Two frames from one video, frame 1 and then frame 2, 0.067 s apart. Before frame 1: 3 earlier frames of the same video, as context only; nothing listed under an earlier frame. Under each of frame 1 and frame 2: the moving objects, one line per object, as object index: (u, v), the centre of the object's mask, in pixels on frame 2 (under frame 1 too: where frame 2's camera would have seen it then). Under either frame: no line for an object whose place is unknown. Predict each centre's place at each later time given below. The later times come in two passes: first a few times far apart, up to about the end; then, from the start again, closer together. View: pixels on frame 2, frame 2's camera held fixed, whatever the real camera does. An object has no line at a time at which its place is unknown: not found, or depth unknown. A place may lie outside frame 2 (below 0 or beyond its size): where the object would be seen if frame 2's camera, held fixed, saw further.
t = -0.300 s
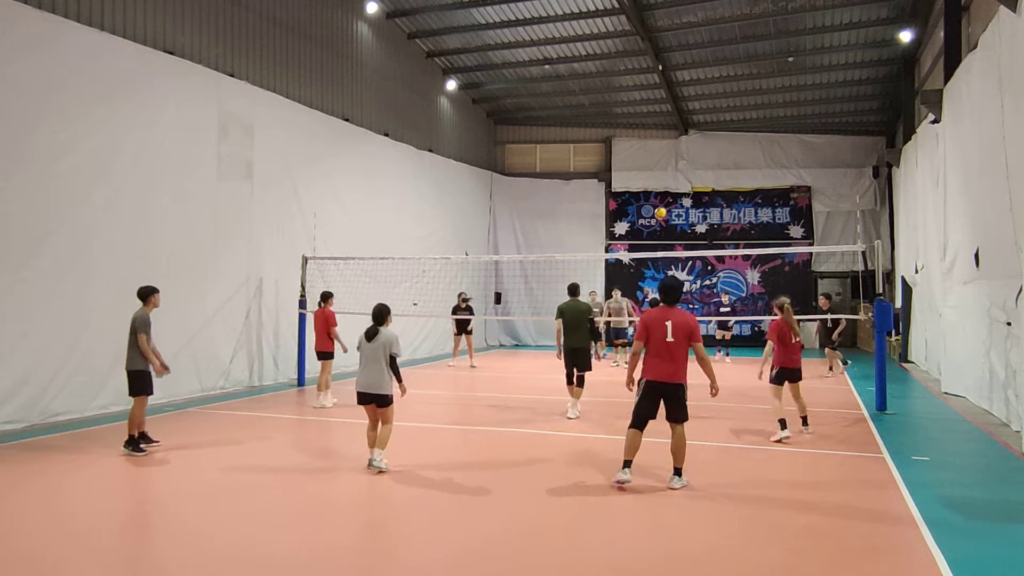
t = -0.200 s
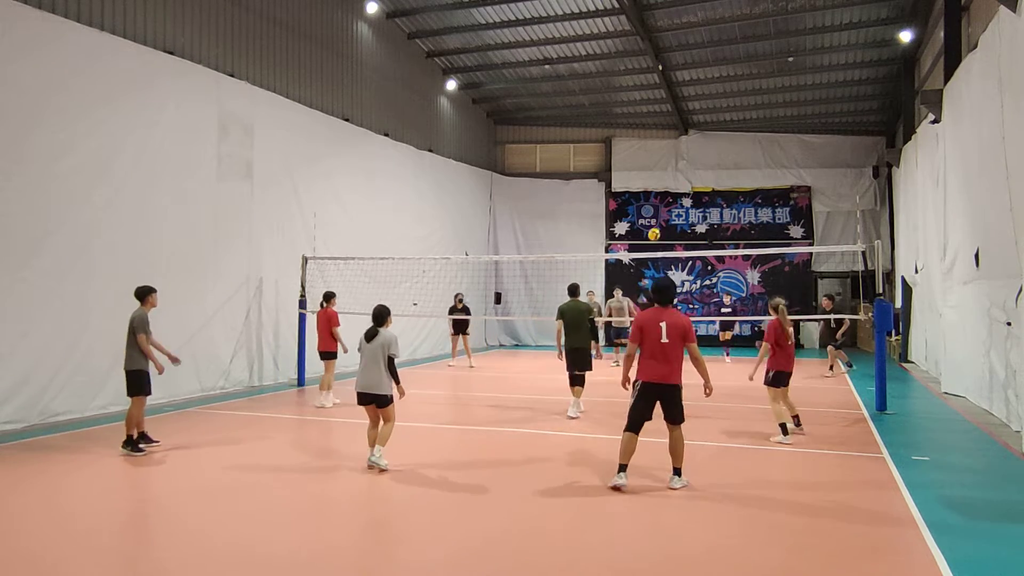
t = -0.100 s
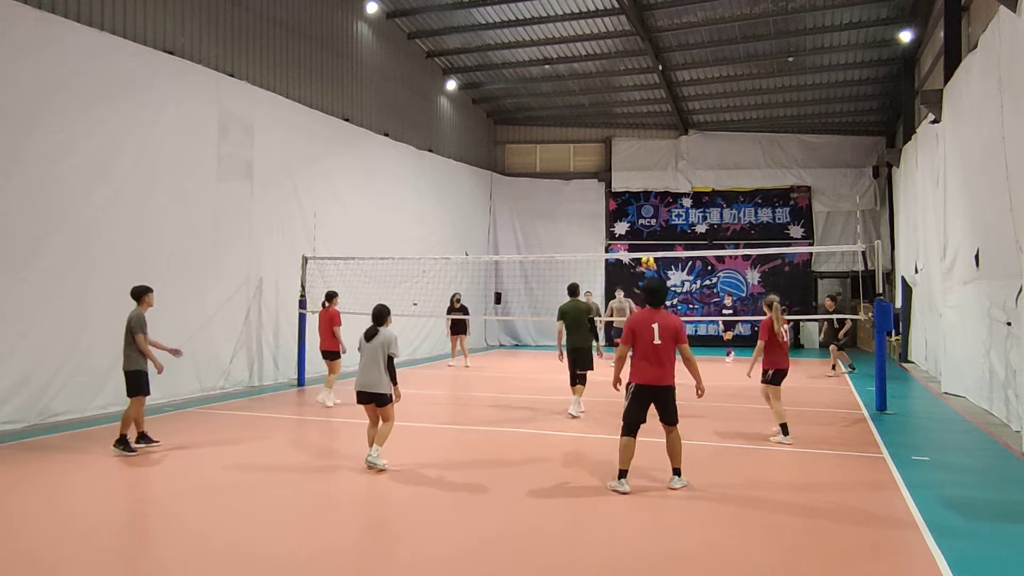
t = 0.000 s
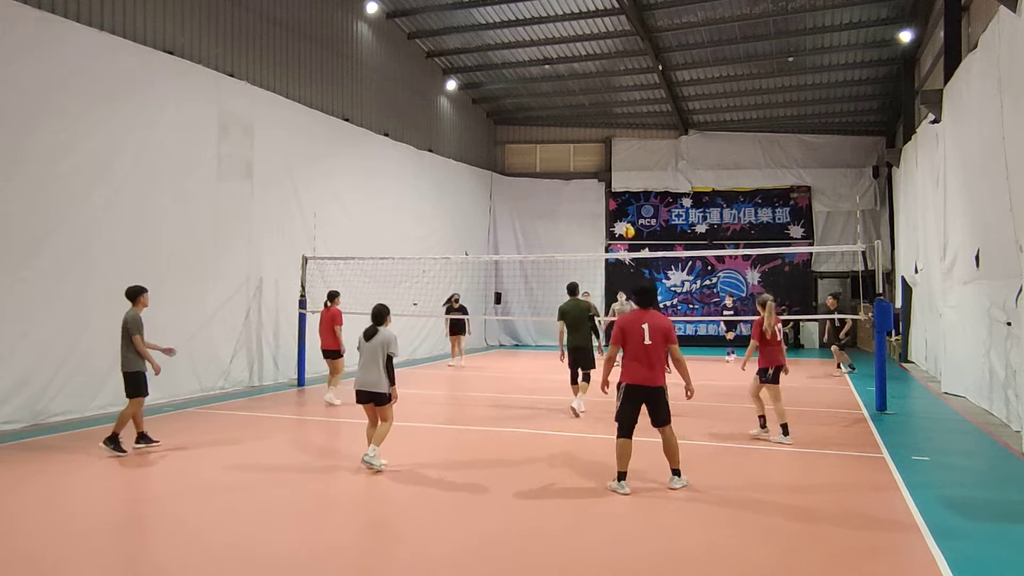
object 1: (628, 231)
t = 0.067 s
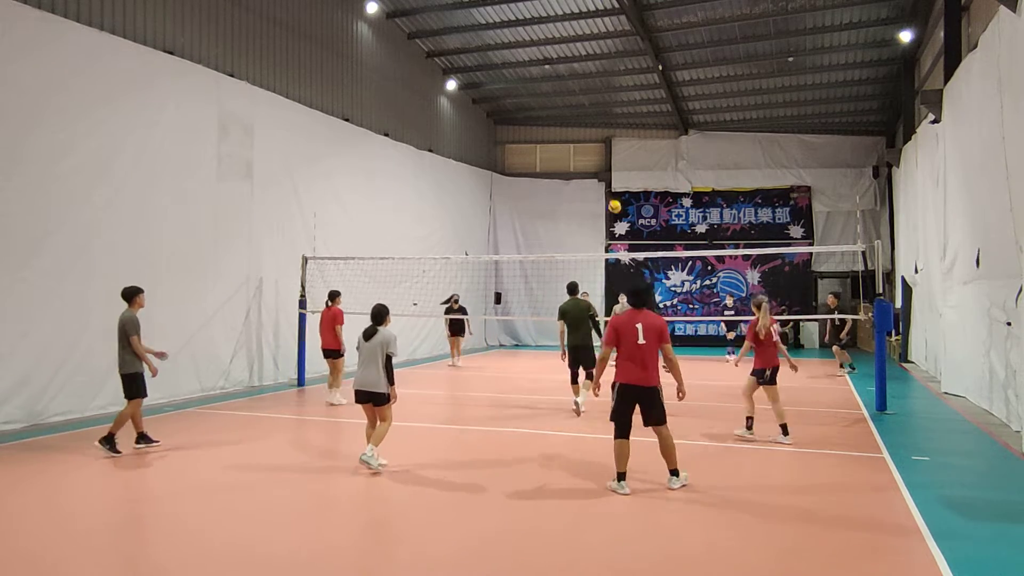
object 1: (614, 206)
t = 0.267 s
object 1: (576, 147)
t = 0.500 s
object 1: (530, 108)
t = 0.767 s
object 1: (479, 99)
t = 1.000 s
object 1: (435, 124)
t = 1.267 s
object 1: (386, 189)
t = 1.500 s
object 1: (345, 279)
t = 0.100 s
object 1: (608, 195)
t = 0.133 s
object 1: (602, 184)
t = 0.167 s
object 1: (595, 174)
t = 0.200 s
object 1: (588, 165)
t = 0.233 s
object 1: (582, 156)
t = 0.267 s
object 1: (576, 147)
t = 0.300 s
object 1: (569, 140)
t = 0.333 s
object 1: (562, 134)
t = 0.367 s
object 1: (556, 127)
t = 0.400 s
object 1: (549, 121)
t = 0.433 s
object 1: (543, 117)
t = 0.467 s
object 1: (536, 112)
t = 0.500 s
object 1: (530, 108)
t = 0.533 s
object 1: (524, 105)
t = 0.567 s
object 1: (517, 102)
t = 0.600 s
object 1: (511, 100)
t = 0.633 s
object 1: (504, 99)
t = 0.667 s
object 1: (498, 98)
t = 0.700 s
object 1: (492, 98)
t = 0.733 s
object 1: (485, 98)
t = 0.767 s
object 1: (479, 99)
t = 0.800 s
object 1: (472, 101)
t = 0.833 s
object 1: (466, 103)
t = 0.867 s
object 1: (460, 106)
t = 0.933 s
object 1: (448, 113)
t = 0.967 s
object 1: (441, 118)
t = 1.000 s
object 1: (435, 124)
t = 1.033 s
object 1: (429, 130)
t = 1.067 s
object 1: (423, 136)
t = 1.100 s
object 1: (417, 144)
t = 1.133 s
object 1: (411, 151)
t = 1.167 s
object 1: (404, 160)
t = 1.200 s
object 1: (399, 170)
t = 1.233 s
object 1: (393, 180)
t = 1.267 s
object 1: (386, 189)
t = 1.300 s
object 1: (380, 200)
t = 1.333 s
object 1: (374, 212)
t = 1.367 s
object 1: (368, 225)
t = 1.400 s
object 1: (362, 237)
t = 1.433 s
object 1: (357, 251)
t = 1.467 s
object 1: (351, 264)
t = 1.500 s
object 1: (345, 279)
